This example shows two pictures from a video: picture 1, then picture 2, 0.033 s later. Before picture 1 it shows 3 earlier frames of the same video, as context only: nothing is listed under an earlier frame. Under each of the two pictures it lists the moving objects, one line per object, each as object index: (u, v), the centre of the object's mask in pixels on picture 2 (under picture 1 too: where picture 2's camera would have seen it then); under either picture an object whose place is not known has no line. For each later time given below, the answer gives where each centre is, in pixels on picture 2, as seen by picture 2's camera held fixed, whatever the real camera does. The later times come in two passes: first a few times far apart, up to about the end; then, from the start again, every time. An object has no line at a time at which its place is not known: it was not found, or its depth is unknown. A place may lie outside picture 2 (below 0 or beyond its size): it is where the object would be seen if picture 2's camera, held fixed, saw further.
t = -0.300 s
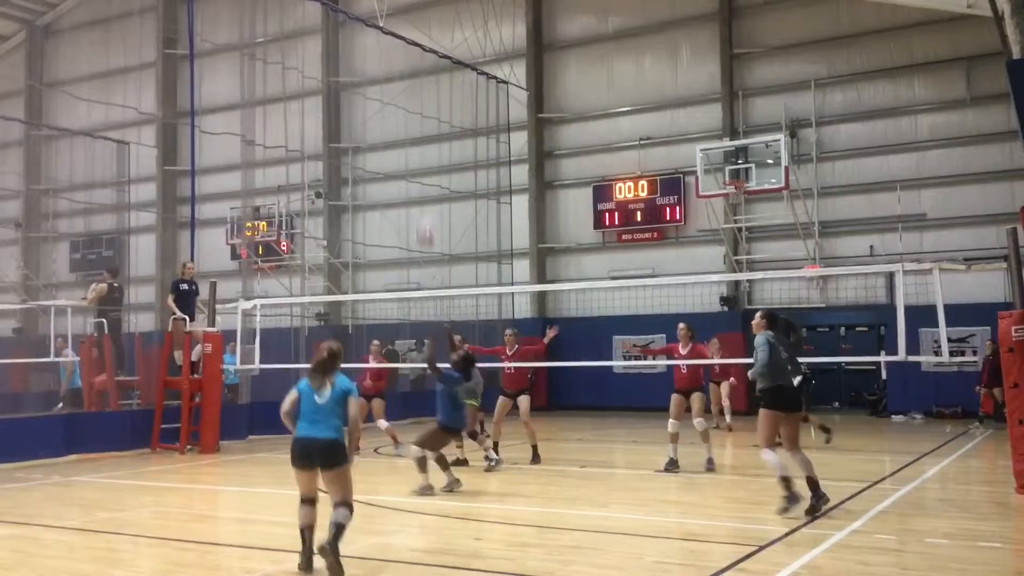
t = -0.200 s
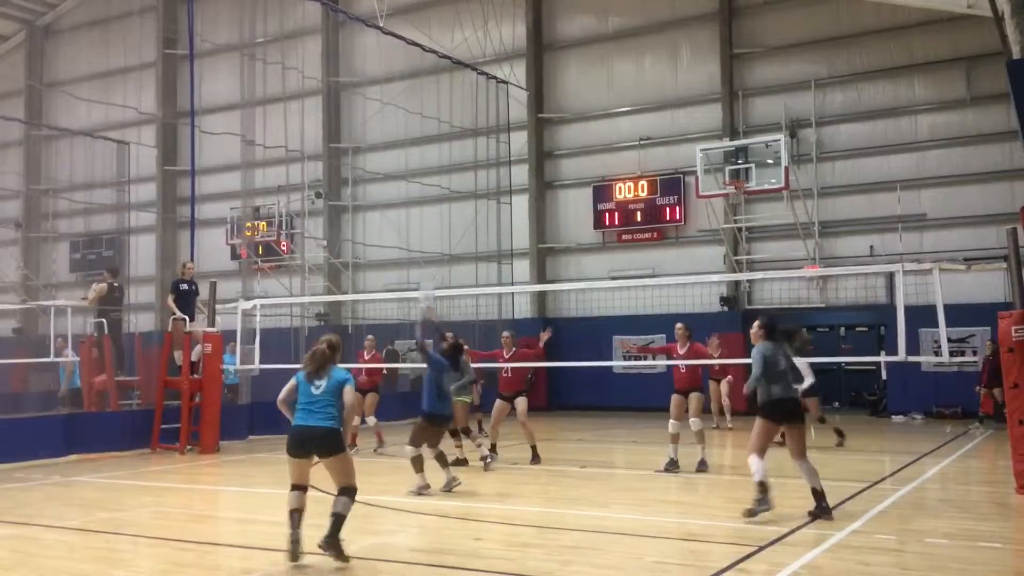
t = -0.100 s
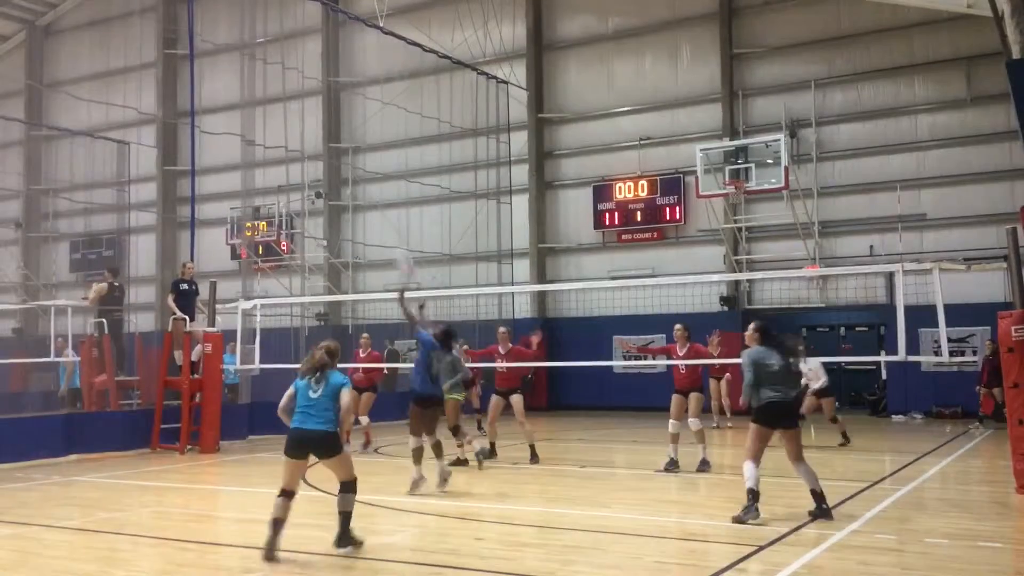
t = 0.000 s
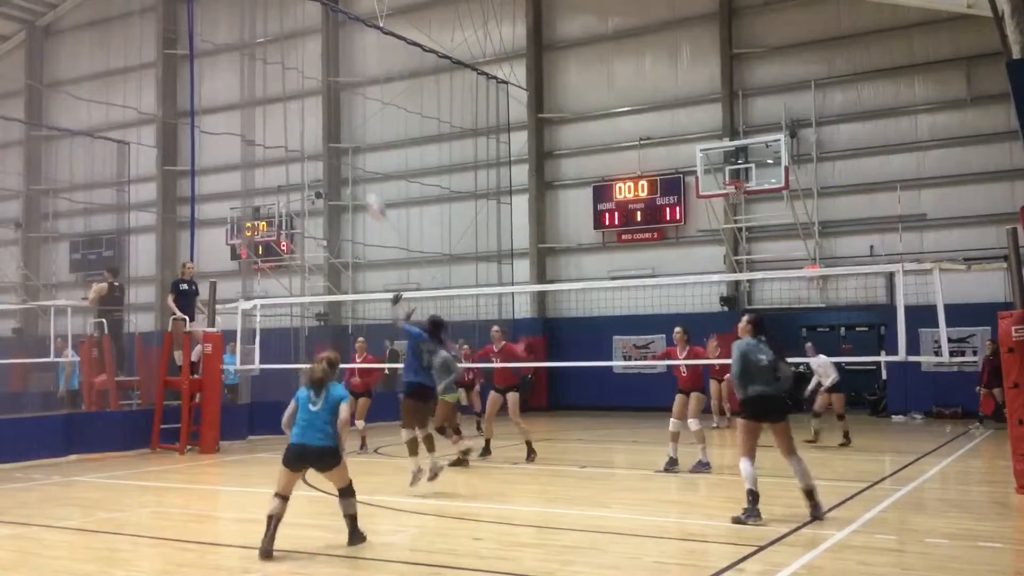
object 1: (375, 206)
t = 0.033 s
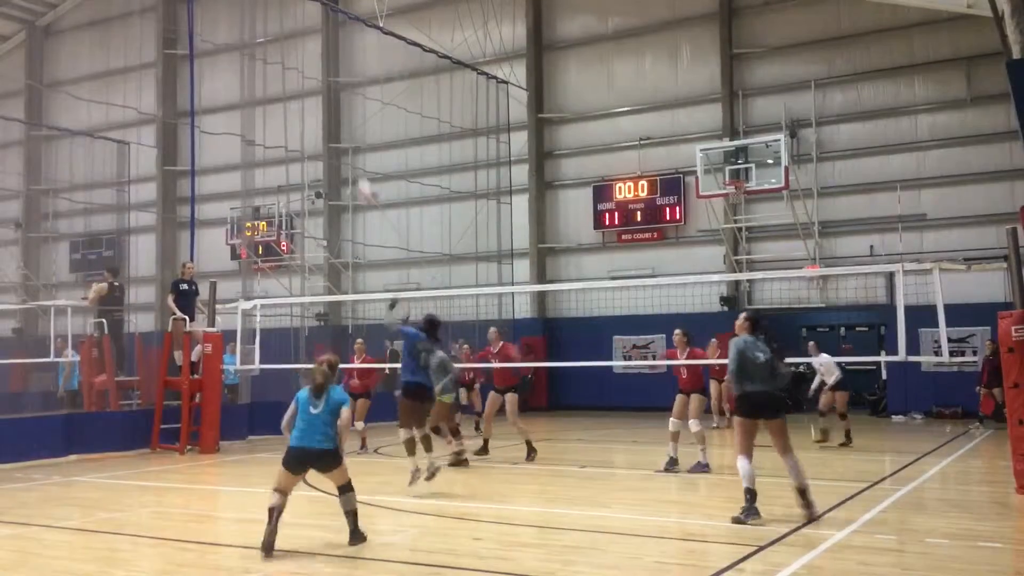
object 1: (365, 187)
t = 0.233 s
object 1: (321, 129)
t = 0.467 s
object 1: (277, 108)
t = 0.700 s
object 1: (237, 126)
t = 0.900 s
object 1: (208, 173)
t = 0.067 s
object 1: (358, 176)
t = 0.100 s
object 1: (349, 162)
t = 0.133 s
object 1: (342, 154)
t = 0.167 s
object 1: (335, 144)
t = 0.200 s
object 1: (327, 136)
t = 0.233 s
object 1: (321, 129)
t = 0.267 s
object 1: (314, 124)
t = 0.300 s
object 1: (308, 118)
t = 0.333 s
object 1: (300, 114)
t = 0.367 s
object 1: (294, 111)
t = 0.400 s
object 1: (288, 109)
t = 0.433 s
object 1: (282, 108)
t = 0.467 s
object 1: (277, 108)
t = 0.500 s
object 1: (270, 108)
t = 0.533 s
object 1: (264, 110)
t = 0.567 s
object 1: (259, 112)
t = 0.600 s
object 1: (253, 115)
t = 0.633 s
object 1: (248, 118)
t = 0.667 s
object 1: (242, 122)
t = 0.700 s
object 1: (237, 126)
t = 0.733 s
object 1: (231, 134)
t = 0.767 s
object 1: (226, 142)
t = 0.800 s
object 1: (222, 148)
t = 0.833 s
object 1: (218, 155)
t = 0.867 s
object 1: (212, 163)
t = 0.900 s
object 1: (208, 173)
